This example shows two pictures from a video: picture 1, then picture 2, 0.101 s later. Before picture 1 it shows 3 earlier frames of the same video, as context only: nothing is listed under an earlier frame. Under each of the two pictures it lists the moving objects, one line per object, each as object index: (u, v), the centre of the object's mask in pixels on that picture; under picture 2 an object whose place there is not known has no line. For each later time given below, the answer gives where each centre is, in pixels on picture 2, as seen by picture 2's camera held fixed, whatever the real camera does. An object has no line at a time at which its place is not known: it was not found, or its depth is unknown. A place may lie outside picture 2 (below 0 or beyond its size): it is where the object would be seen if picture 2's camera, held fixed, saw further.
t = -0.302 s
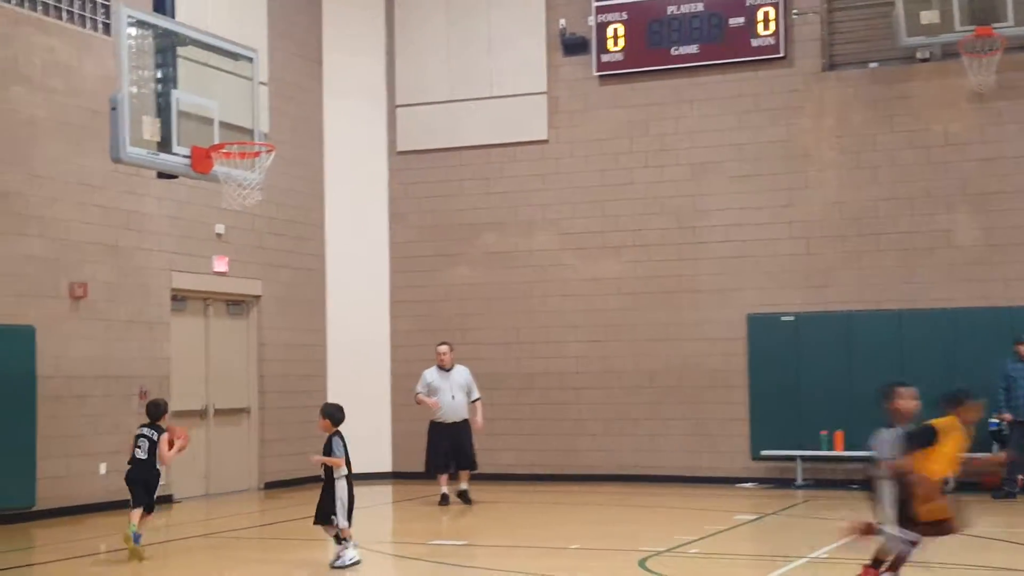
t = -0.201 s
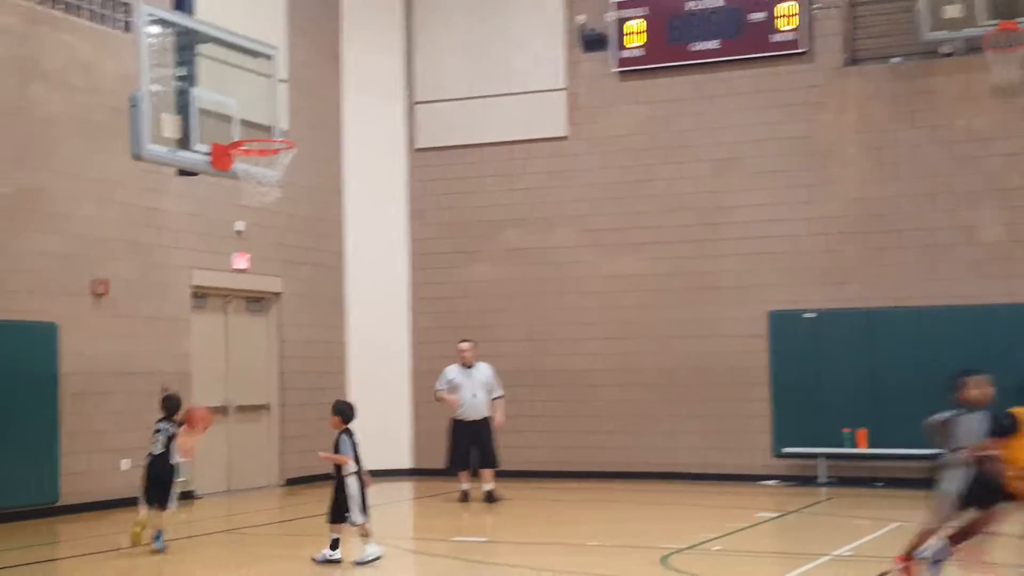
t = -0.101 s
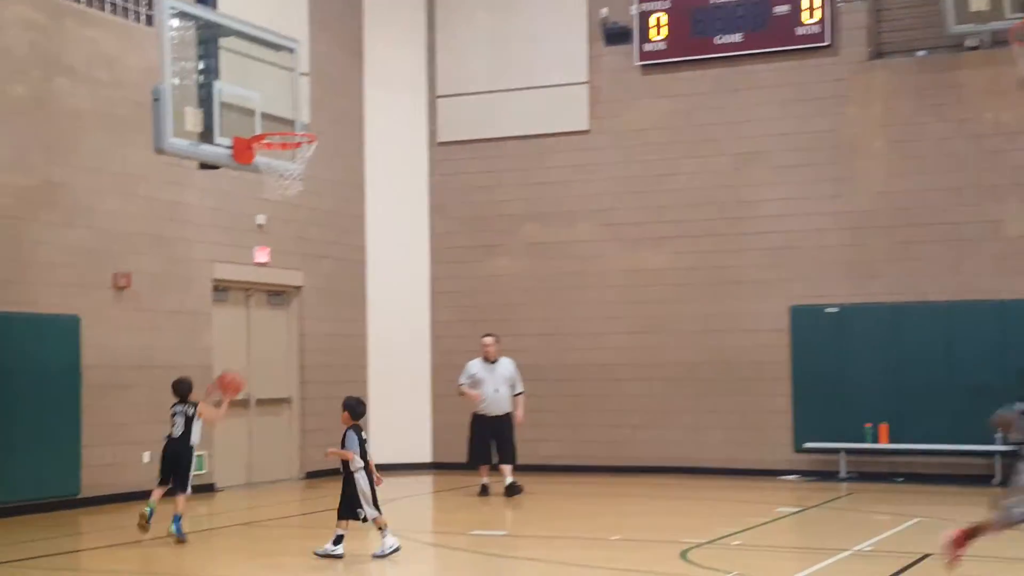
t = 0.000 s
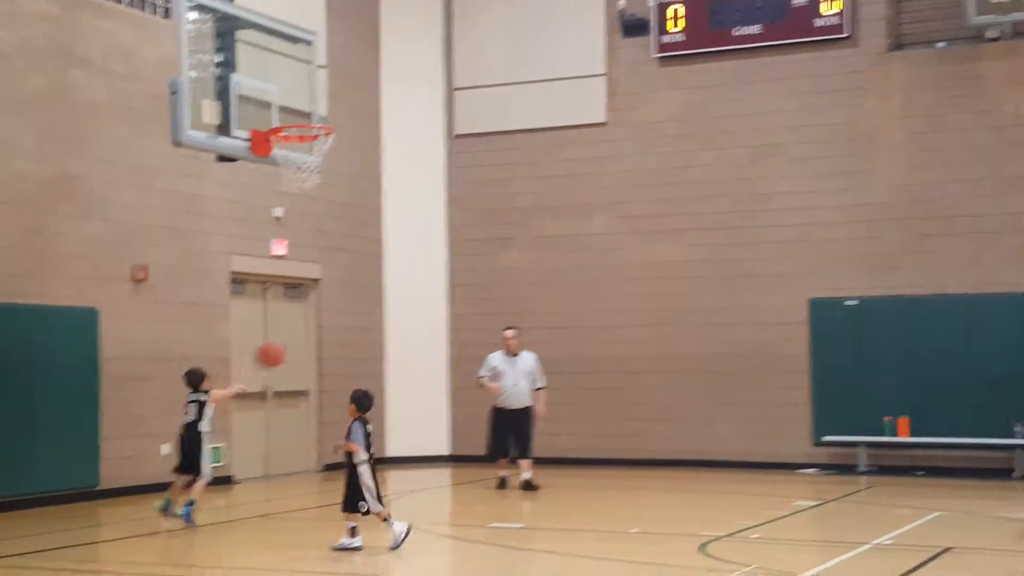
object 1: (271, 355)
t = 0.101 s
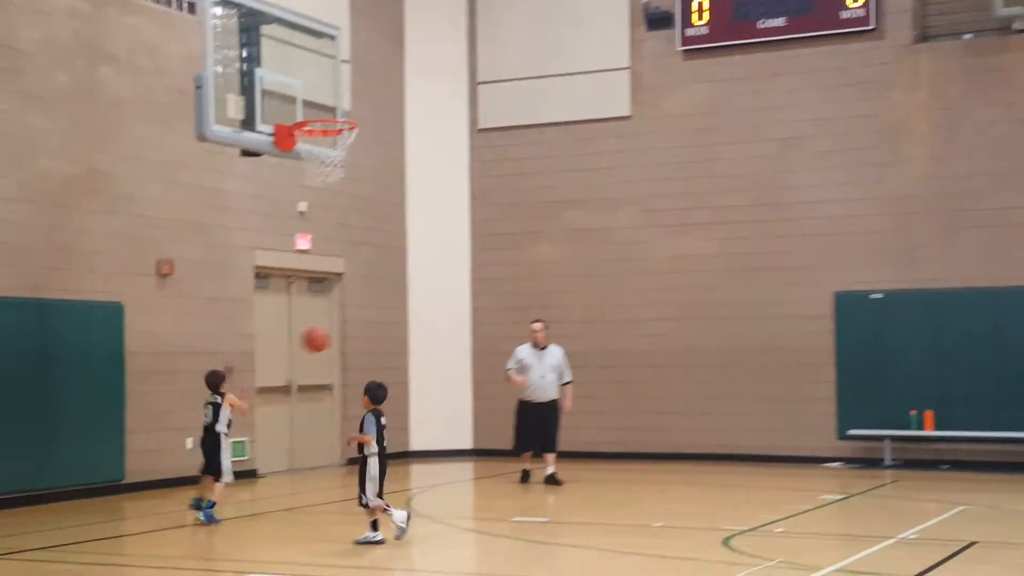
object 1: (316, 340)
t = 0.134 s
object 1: (321, 339)
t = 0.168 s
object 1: (328, 340)
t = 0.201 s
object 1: (334, 341)
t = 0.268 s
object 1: (350, 349)
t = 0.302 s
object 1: (357, 354)
